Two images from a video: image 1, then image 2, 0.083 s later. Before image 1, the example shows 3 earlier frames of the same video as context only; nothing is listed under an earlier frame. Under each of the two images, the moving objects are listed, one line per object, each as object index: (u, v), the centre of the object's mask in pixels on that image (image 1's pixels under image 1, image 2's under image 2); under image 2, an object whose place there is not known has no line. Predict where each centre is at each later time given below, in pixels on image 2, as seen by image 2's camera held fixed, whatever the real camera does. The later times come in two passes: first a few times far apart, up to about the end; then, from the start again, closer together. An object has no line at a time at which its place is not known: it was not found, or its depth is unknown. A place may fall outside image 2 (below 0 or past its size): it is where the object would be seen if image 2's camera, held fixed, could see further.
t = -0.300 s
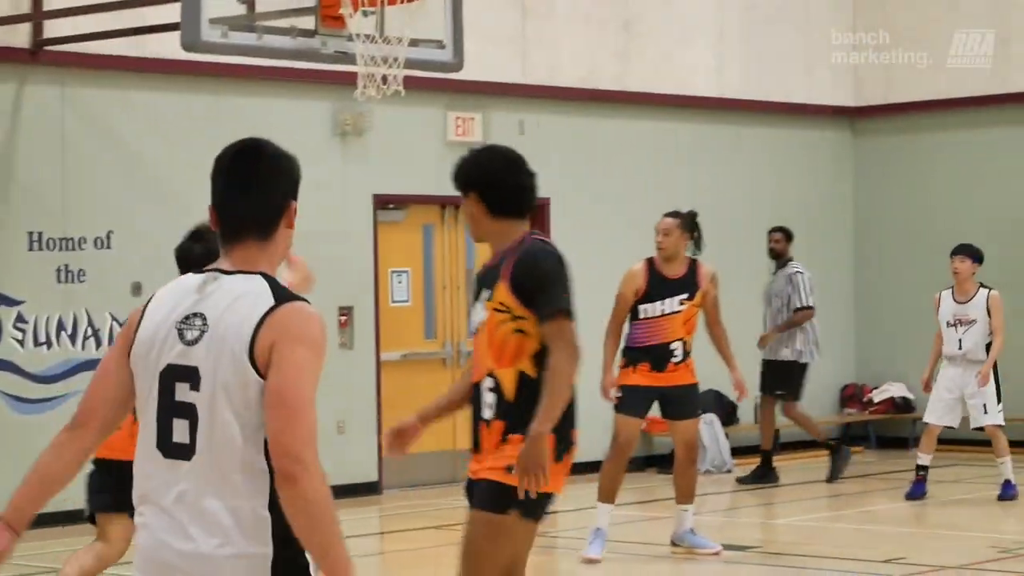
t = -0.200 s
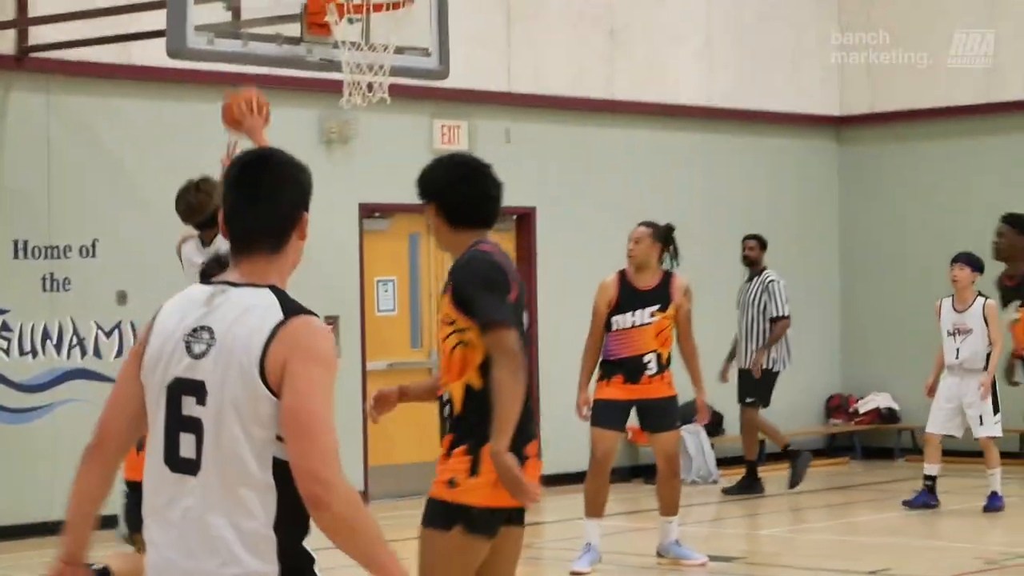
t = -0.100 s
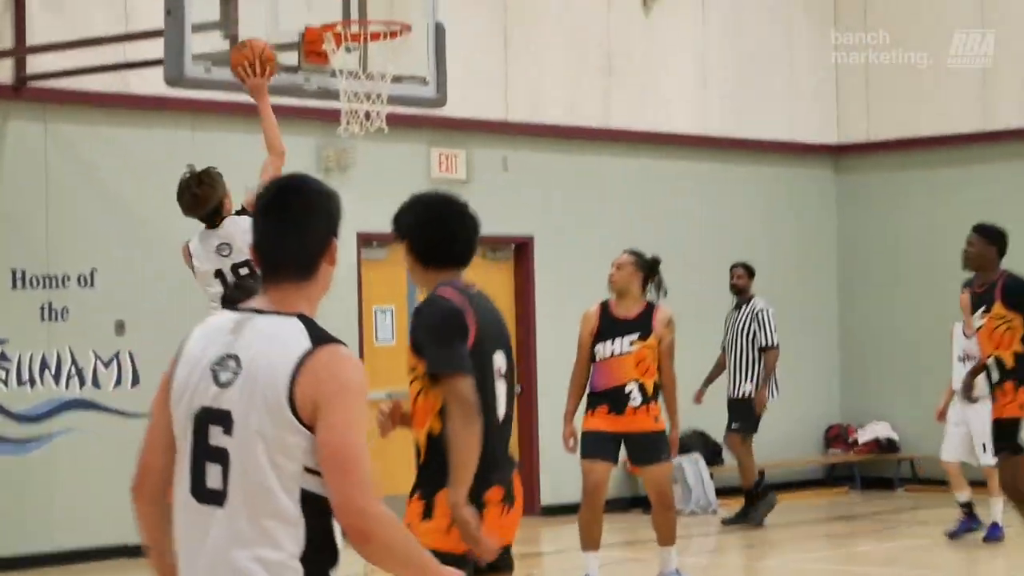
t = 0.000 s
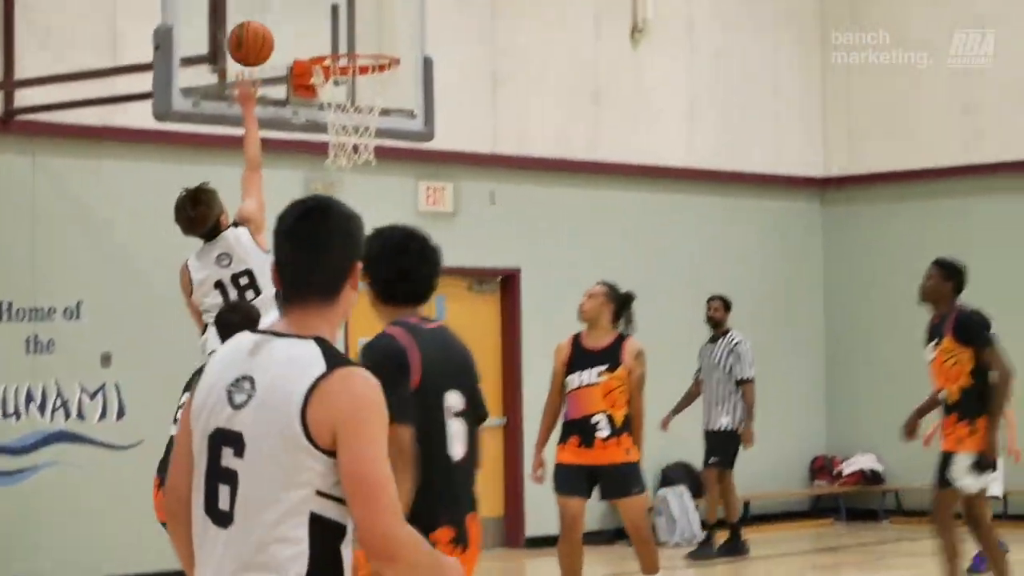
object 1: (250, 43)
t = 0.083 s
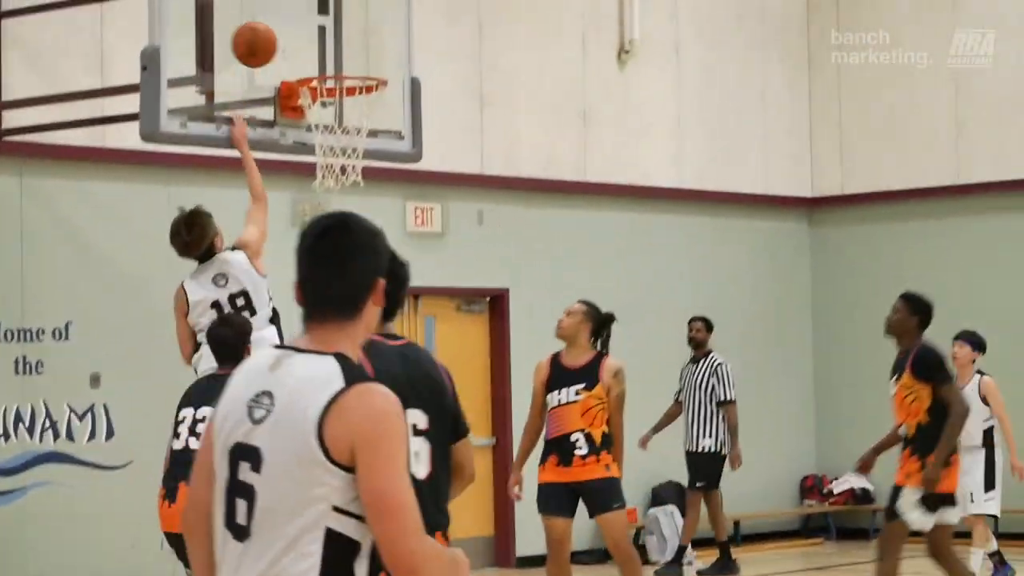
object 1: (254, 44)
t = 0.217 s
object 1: (306, 51)
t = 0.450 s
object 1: (355, 85)
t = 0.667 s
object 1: (350, 150)
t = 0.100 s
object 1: (261, 43)
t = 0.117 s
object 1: (267, 43)
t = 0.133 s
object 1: (274, 42)
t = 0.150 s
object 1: (280, 43)
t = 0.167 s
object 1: (287, 44)
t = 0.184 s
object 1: (293, 46)
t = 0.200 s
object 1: (299, 48)
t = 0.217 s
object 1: (306, 51)
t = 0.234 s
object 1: (312, 53)
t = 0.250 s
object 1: (319, 56)
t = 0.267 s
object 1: (323, 56)
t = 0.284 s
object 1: (327, 57)
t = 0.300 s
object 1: (330, 57)
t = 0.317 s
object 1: (334, 58)
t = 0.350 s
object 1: (343, 61)
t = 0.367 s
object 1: (347, 63)
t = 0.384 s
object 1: (351, 64)
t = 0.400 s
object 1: (355, 66)
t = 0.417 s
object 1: (355, 67)
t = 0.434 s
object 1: (355, 82)
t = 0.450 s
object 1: (355, 85)
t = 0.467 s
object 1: (355, 89)
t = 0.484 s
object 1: (355, 93)
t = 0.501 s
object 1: (356, 98)
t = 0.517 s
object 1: (356, 102)
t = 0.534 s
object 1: (355, 109)
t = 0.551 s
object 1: (355, 114)
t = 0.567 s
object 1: (355, 119)
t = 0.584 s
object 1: (354, 125)
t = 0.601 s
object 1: (354, 132)
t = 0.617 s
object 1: (352, 137)
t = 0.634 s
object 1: (352, 142)
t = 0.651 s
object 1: (350, 147)
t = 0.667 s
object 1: (350, 150)
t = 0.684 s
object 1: (350, 152)
